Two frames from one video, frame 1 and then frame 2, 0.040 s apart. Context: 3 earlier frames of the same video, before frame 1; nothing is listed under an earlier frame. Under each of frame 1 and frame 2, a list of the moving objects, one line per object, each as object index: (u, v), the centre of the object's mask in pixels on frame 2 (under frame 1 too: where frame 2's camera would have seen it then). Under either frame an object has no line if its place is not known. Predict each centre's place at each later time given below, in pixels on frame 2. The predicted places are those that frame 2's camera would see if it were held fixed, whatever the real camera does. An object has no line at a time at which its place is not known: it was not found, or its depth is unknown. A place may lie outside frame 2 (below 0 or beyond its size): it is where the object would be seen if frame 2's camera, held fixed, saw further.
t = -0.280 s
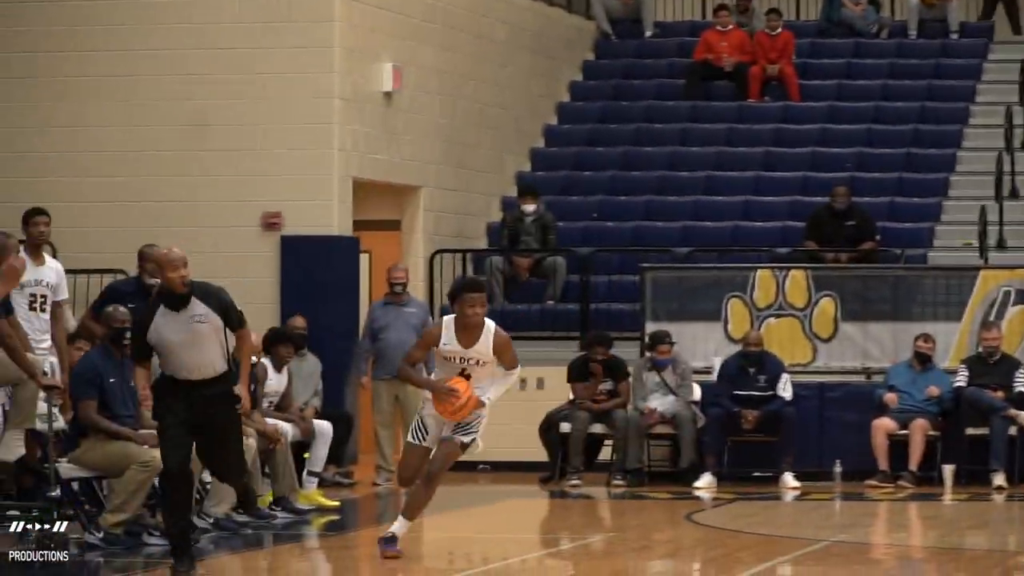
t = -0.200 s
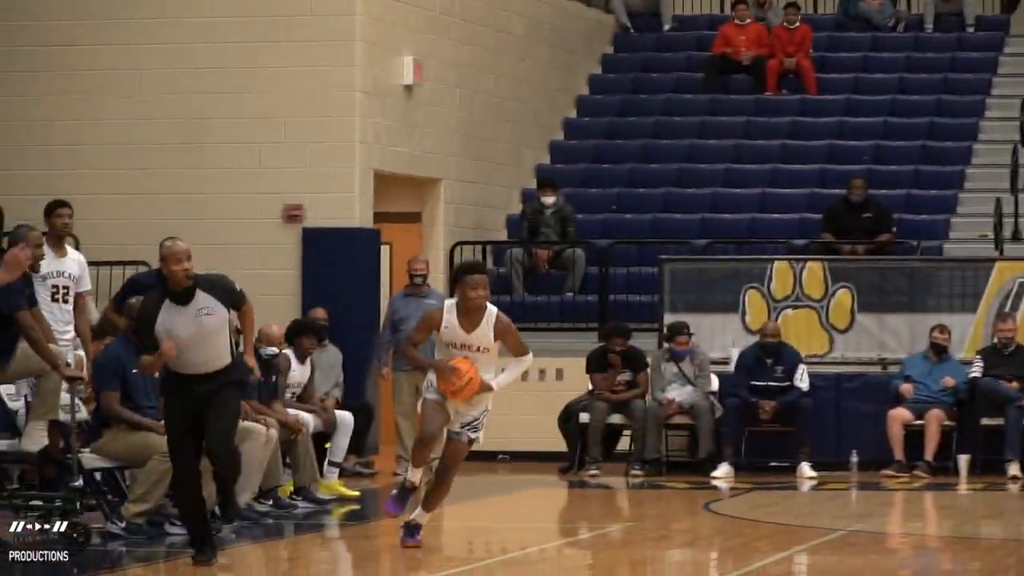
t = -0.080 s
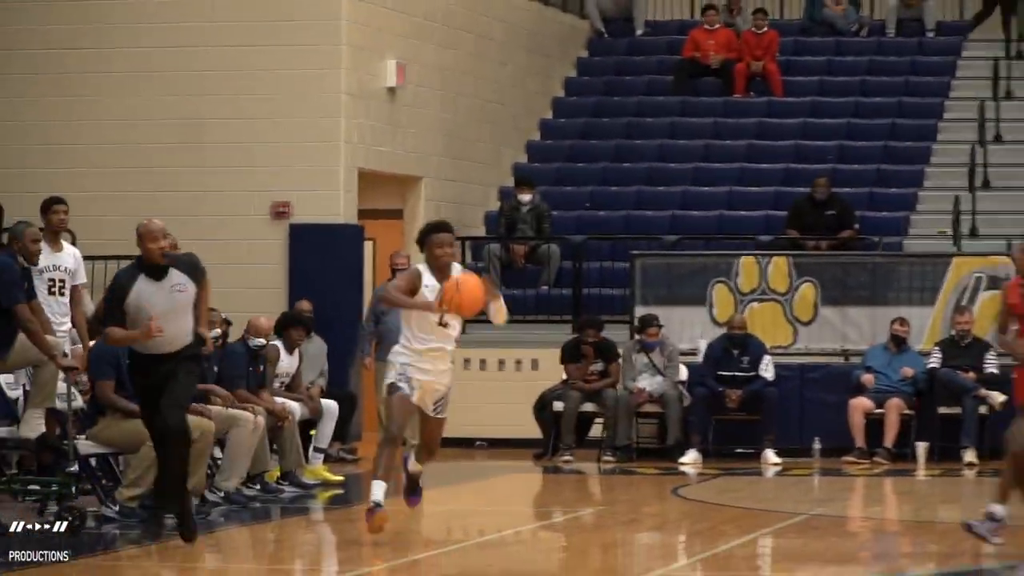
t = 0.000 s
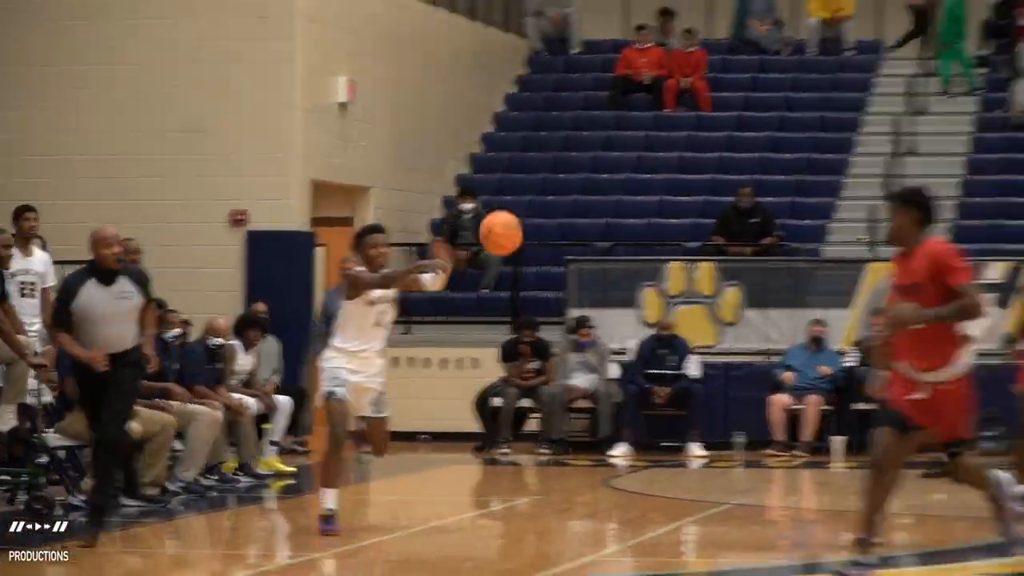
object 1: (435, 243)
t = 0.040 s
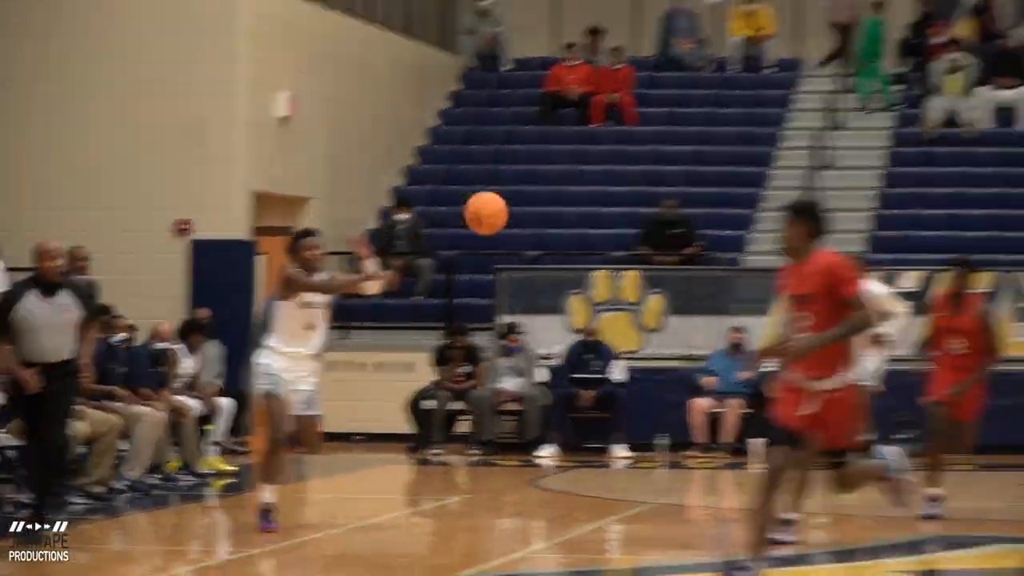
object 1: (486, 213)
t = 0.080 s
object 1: (529, 192)
